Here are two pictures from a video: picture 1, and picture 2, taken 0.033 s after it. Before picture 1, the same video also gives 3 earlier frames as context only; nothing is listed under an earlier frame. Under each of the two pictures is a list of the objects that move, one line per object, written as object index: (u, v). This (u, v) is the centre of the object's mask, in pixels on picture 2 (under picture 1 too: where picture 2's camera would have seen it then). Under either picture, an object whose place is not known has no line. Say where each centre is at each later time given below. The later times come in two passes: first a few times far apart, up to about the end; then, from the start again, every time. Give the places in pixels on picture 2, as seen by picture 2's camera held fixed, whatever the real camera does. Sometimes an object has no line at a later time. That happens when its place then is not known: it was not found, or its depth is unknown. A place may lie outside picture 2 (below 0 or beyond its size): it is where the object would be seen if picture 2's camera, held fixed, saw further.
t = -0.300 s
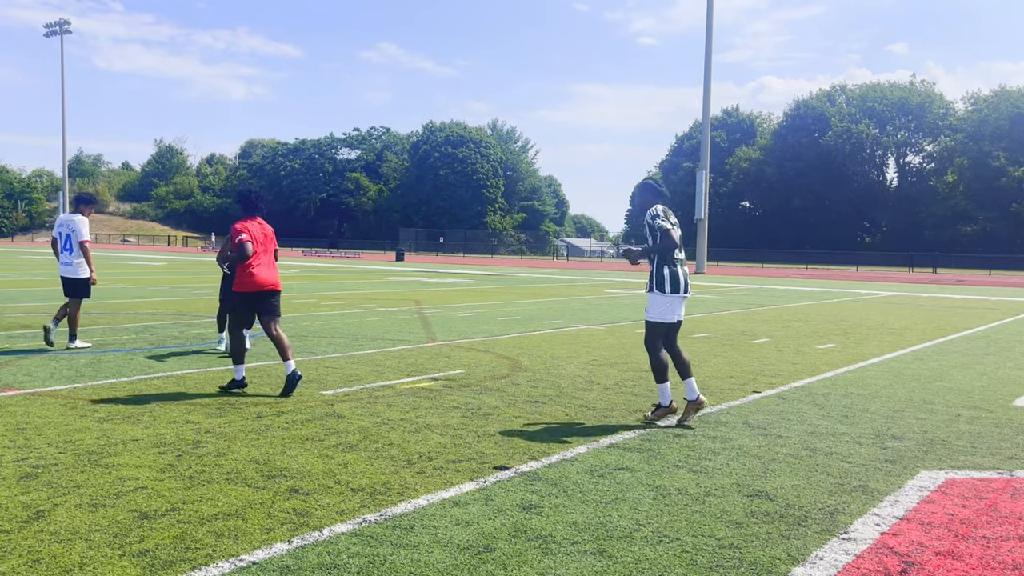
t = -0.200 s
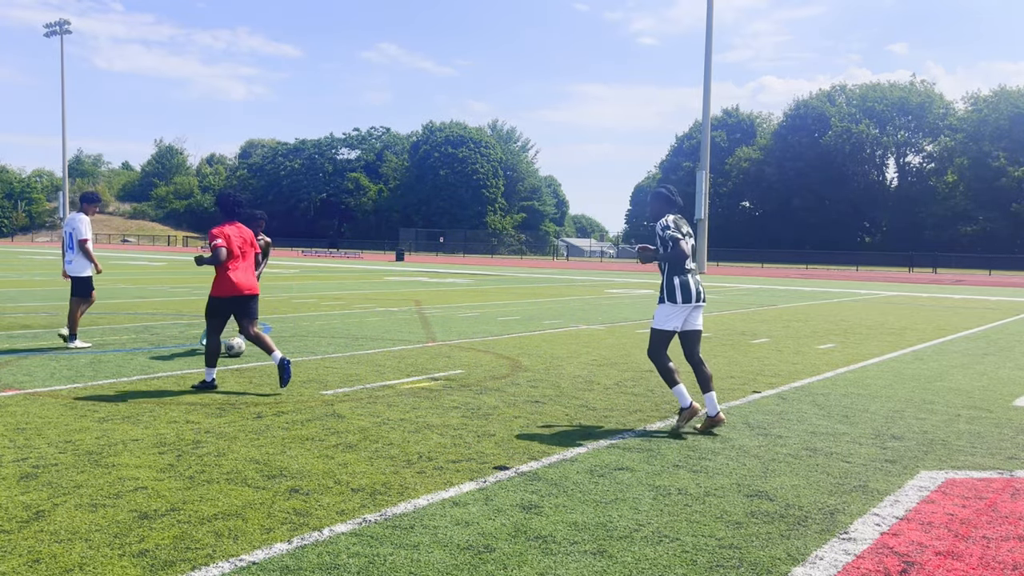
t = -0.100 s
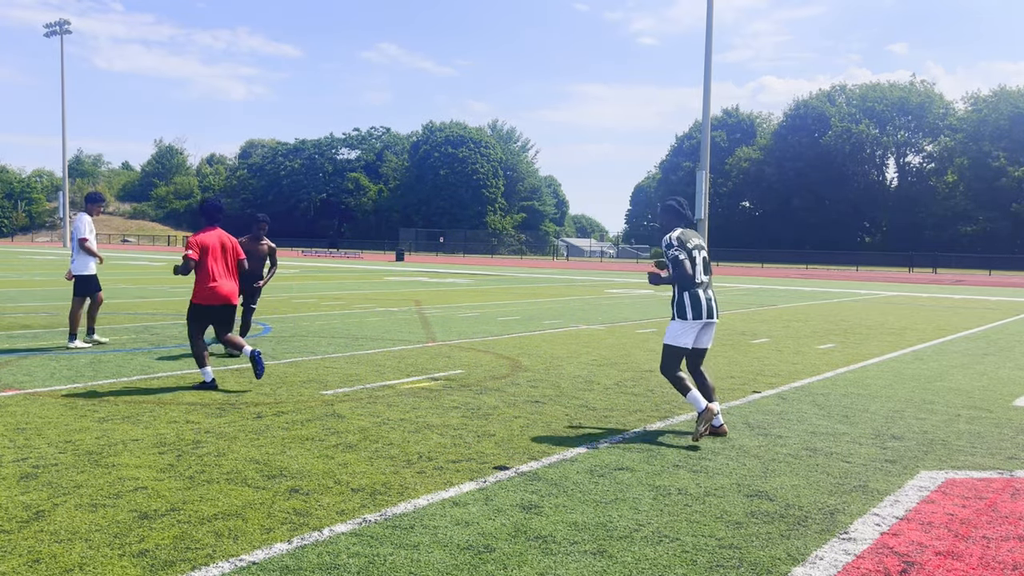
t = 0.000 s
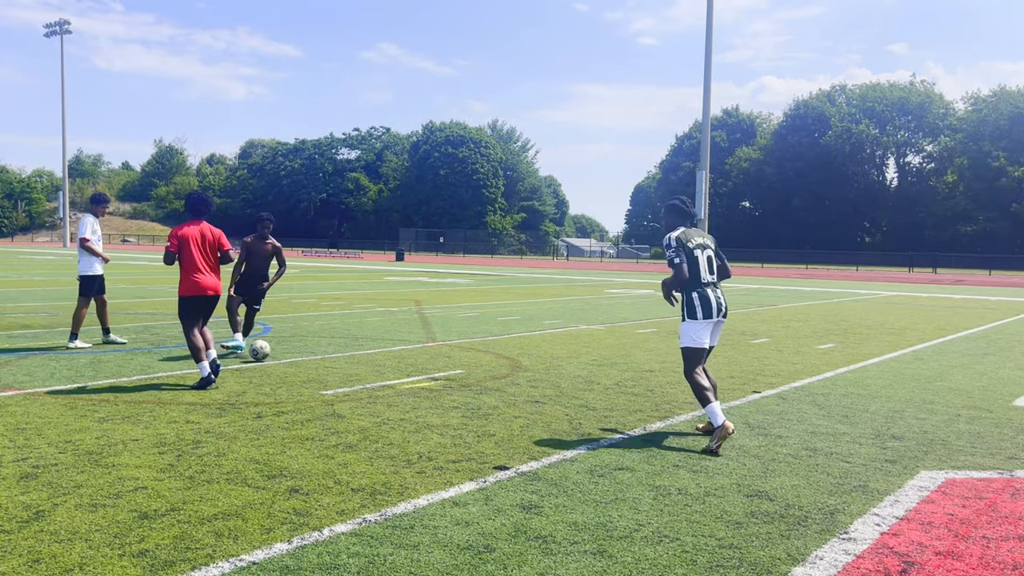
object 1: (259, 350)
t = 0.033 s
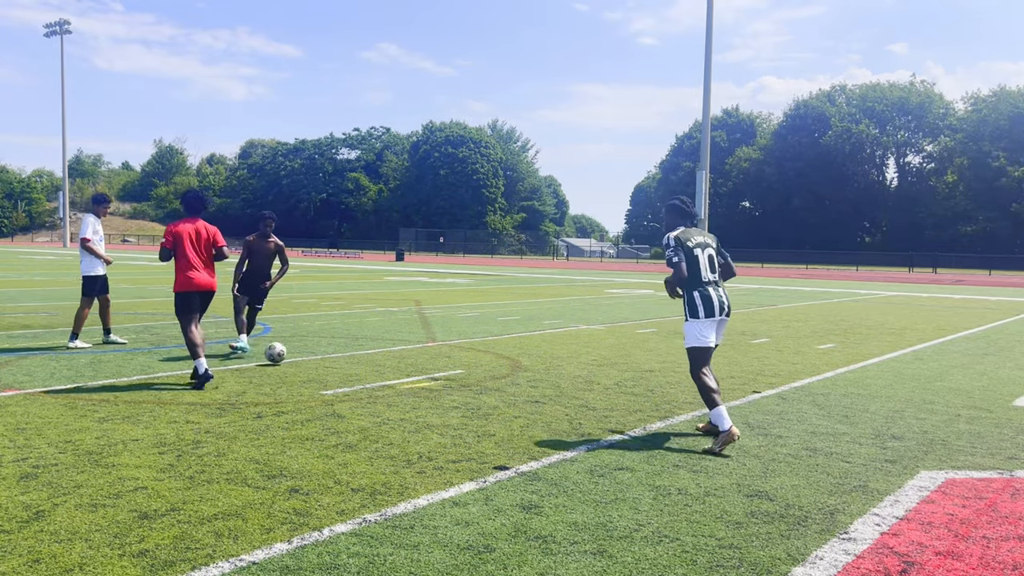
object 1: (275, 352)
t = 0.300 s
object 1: (416, 380)
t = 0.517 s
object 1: (535, 402)
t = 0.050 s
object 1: (284, 354)
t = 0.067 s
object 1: (292, 356)
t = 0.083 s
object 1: (301, 359)
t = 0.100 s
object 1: (310, 361)
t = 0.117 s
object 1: (317, 362)
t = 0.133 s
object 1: (326, 361)
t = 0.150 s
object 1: (334, 362)
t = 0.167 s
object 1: (343, 363)
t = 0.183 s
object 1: (352, 364)
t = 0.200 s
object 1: (361, 365)
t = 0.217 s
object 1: (369, 367)
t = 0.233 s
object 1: (378, 369)
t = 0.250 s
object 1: (388, 371)
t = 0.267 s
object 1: (397, 374)
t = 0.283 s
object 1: (407, 377)
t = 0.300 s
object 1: (416, 380)
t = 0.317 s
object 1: (424, 380)
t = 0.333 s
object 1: (433, 381)
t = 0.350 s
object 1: (442, 382)
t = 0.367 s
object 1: (451, 383)
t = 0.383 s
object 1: (460, 385)
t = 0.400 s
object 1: (470, 388)
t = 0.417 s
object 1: (479, 390)
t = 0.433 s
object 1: (489, 393)
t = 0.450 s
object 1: (498, 395)
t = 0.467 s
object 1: (507, 396)
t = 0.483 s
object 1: (516, 398)
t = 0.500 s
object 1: (525, 400)
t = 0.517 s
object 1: (535, 402)
